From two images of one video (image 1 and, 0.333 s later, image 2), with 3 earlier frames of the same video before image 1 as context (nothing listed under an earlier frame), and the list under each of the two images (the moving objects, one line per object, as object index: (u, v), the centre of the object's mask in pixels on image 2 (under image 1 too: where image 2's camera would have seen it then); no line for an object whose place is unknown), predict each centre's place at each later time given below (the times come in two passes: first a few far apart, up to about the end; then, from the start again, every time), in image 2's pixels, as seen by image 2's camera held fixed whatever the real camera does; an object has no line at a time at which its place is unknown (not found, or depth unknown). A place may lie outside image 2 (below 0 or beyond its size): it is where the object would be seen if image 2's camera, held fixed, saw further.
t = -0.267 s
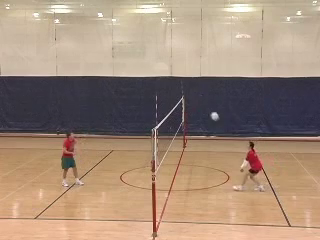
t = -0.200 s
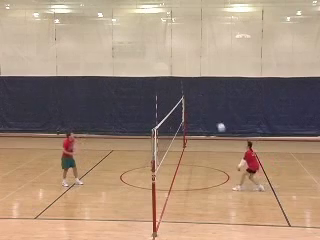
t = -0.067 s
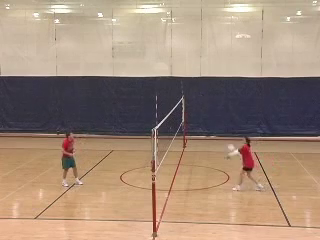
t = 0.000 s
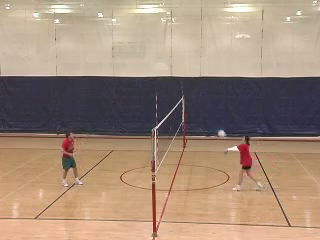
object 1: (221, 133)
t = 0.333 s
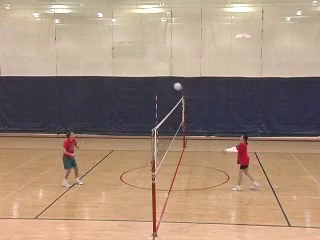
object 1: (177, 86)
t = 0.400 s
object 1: (169, 81)
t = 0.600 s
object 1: (145, 76)
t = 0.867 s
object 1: (114, 88)
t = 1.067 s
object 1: (94, 110)
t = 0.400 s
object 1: (169, 81)
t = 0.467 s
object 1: (161, 79)
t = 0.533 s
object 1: (152, 76)
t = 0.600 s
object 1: (145, 76)
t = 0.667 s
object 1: (137, 77)
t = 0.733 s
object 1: (129, 79)
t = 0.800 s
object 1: (122, 83)
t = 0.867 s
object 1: (114, 88)
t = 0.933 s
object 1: (107, 94)
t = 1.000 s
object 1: (100, 102)
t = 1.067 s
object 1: (94, 110)
